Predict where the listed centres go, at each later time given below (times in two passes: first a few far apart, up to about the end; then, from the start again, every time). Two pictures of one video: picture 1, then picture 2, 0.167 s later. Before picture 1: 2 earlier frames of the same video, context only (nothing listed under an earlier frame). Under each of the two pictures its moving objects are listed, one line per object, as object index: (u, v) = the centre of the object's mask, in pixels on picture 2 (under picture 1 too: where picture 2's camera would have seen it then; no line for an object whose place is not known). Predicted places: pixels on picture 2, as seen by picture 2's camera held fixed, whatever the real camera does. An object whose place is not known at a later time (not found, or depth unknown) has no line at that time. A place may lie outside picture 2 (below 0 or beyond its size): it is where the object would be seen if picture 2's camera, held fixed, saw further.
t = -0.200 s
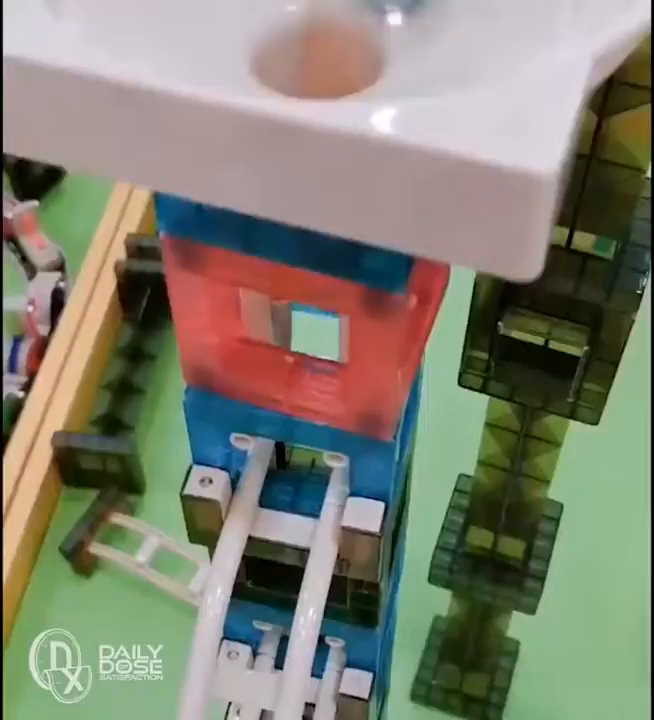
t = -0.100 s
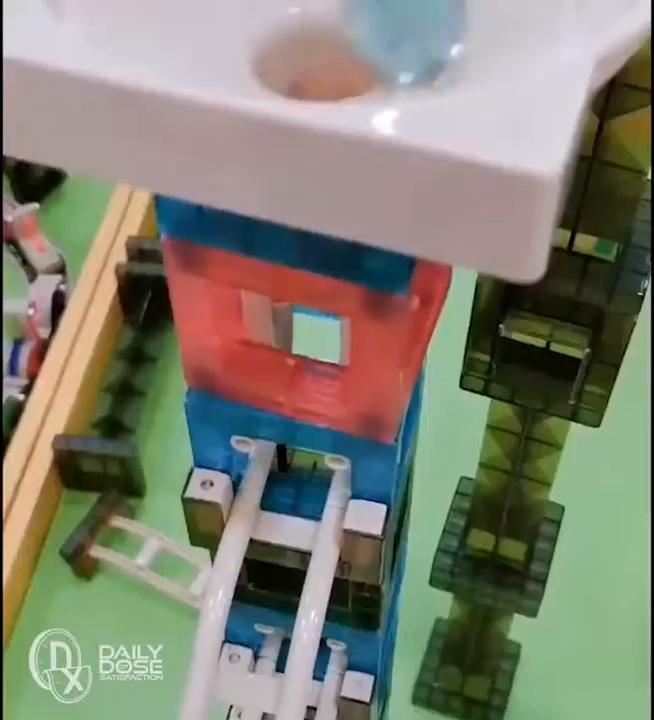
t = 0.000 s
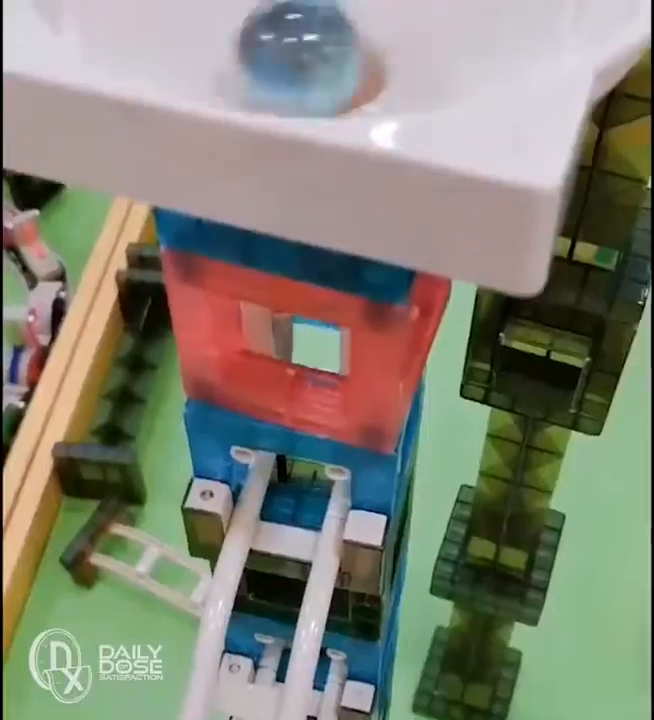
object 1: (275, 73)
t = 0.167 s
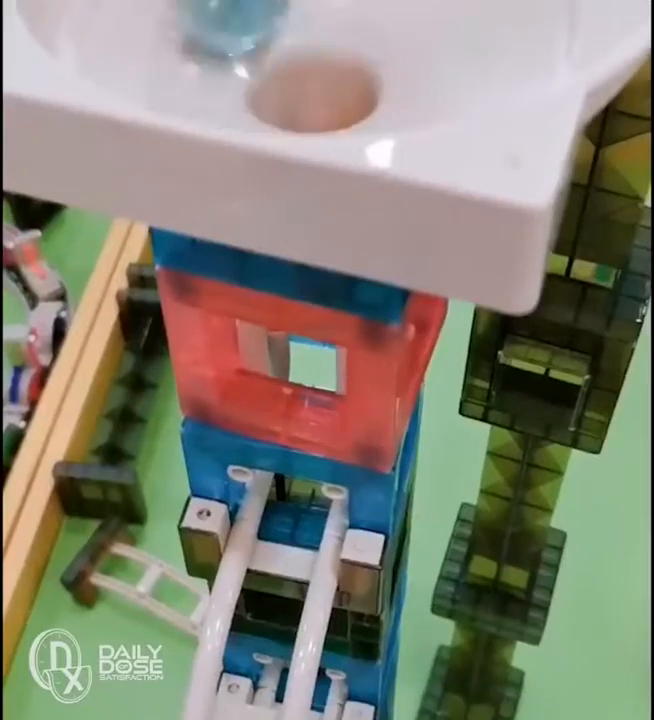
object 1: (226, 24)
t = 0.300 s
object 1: (339, 14)
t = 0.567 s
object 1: (230, 61)
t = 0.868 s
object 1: (399, 29)
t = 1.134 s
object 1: (239, 8)
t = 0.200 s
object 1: (254, 17)
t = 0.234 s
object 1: (286, 13)
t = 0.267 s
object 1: (321, 11)
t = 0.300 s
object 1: (339, 14)
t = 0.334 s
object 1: (357, 23)
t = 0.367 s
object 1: (385, 38)
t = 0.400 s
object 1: (382, 52)
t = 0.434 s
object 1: (355, 63)
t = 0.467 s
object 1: (322, 70)
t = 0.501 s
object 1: (290, 72)
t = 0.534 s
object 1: (260, 71)
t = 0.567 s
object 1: (230, 61)
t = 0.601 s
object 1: (220, 45)
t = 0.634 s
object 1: (219, 30)
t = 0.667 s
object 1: (234, 14)
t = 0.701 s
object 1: (274, 7)
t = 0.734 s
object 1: (309, 4)
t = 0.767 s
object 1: (336, 4)
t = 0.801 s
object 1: (372, 8)
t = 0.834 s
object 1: (373, 15)
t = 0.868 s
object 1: (399, 29)
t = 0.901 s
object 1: (386, 44)
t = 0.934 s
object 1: (349, 59)
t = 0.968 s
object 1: (312, 66)
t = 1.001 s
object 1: (271, 66)
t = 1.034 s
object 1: (237, 57)
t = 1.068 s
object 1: (221, 35)
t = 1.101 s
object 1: (216, 18)
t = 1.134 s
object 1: (239, 8)
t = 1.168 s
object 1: (266, 1)
